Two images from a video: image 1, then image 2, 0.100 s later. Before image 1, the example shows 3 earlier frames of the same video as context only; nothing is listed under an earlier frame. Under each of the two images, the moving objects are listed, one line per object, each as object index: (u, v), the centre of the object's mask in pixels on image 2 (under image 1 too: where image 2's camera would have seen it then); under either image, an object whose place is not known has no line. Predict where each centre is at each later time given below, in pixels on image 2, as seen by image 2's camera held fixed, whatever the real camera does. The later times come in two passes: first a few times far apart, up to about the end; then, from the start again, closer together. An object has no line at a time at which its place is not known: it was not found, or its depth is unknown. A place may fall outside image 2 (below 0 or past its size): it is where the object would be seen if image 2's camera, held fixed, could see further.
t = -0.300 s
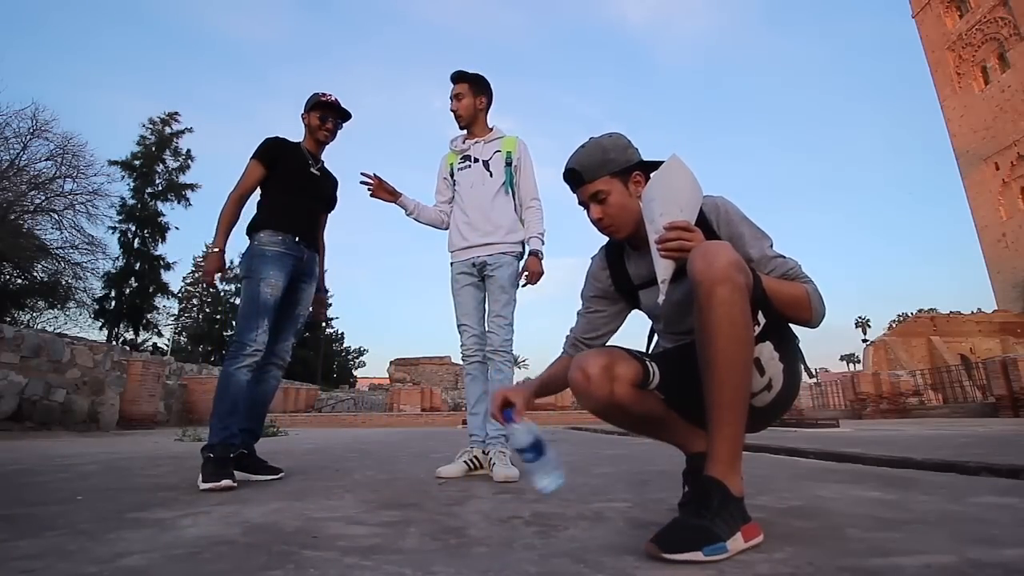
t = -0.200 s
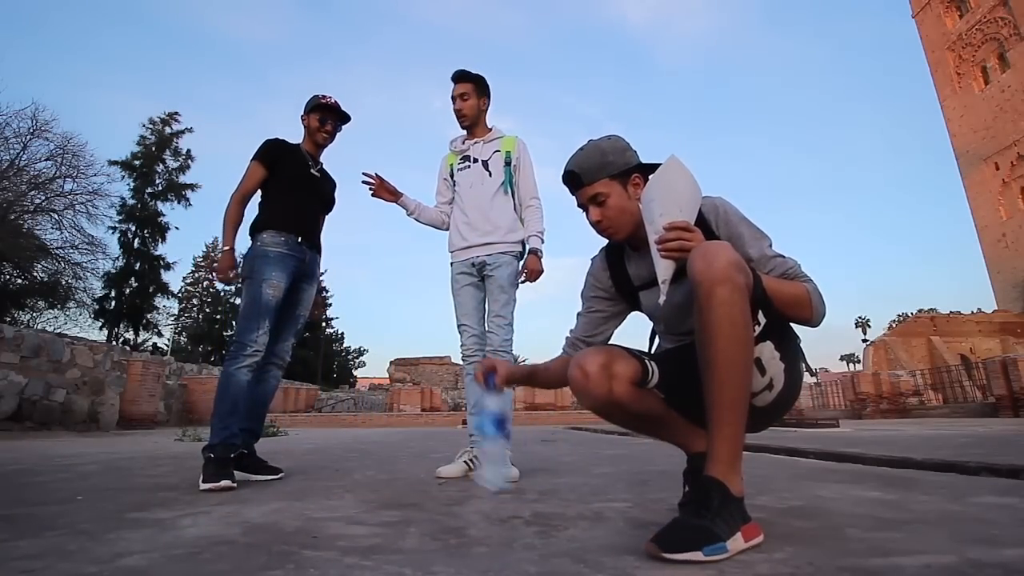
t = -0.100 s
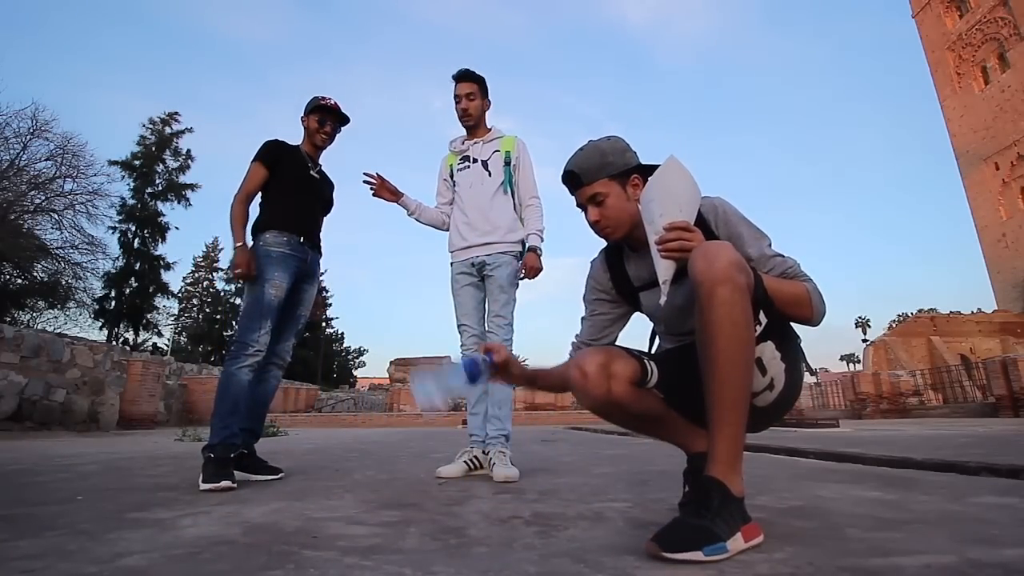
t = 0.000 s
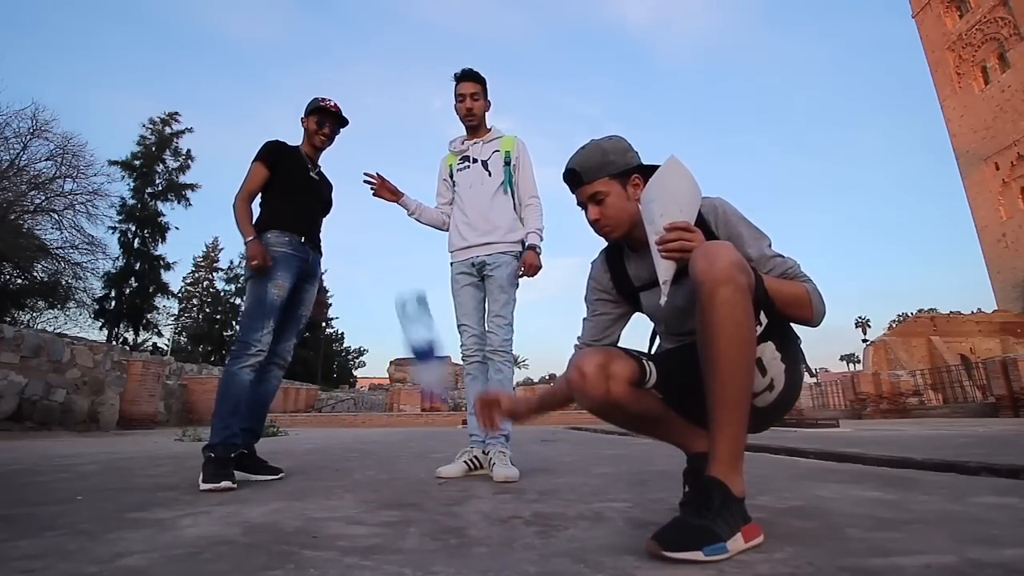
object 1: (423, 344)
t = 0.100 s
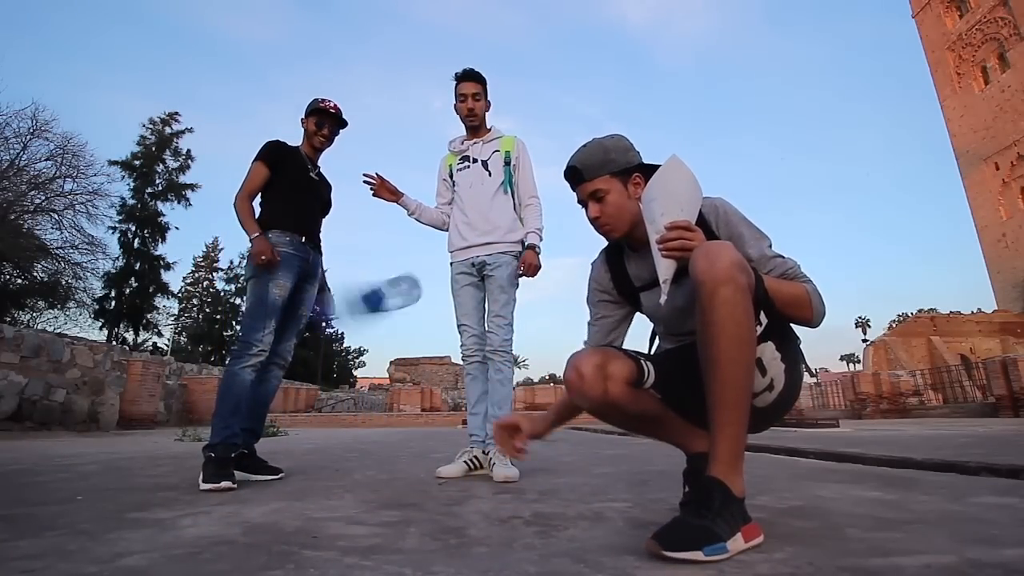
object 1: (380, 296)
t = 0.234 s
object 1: (355, 310)
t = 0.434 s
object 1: (316, 539)
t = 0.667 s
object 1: (306, 538)
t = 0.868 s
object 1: (299, 535)
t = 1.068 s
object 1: (294, 533)
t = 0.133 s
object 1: (368, 291)
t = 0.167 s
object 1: (354, 284)
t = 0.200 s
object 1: (356, 292)
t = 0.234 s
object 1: (355, 310)
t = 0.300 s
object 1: (347, 384)
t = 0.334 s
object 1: (335, 439)
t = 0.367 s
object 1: (326, 488)
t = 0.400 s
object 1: (325, 536)
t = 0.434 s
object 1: (316, 539)
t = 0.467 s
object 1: (309, 535)
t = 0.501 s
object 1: (308, 535)
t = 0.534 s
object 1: (308, 538)
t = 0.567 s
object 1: (308, 540)
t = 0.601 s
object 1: (308, 540)
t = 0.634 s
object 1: (307, 539)
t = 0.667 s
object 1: (306, 538)
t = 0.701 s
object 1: (304, 538)
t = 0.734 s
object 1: (303, 537)
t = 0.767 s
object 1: (302, 536)
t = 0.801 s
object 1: (301, 536)
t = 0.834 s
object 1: (300, 535)
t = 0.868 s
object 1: (299, 535)
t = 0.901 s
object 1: (297, 534)
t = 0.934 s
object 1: (297, 534)
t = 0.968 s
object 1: (296, 534)
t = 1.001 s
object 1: (295, 533)
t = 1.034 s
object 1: (295, 533)
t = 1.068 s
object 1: (294, 533)
